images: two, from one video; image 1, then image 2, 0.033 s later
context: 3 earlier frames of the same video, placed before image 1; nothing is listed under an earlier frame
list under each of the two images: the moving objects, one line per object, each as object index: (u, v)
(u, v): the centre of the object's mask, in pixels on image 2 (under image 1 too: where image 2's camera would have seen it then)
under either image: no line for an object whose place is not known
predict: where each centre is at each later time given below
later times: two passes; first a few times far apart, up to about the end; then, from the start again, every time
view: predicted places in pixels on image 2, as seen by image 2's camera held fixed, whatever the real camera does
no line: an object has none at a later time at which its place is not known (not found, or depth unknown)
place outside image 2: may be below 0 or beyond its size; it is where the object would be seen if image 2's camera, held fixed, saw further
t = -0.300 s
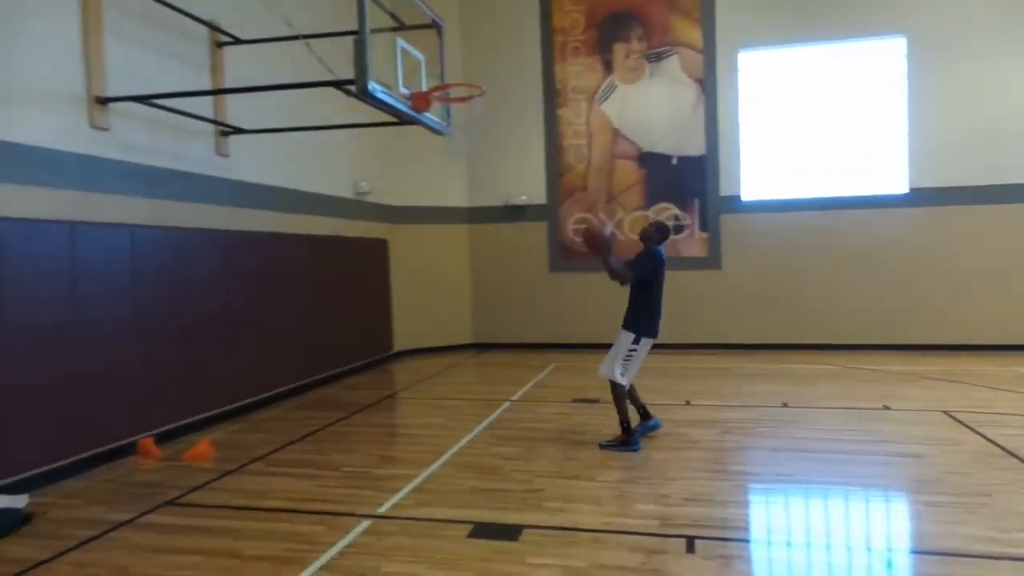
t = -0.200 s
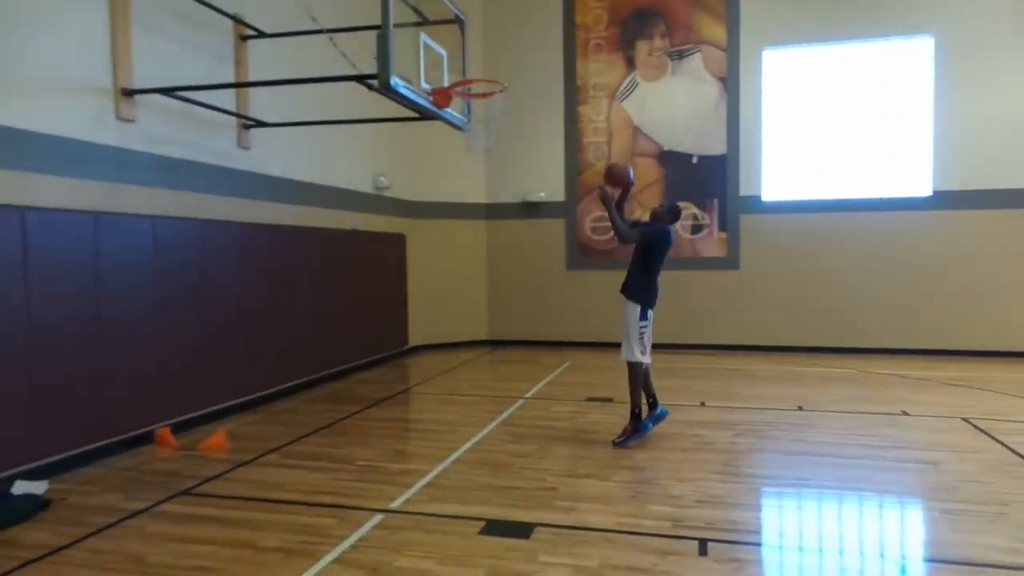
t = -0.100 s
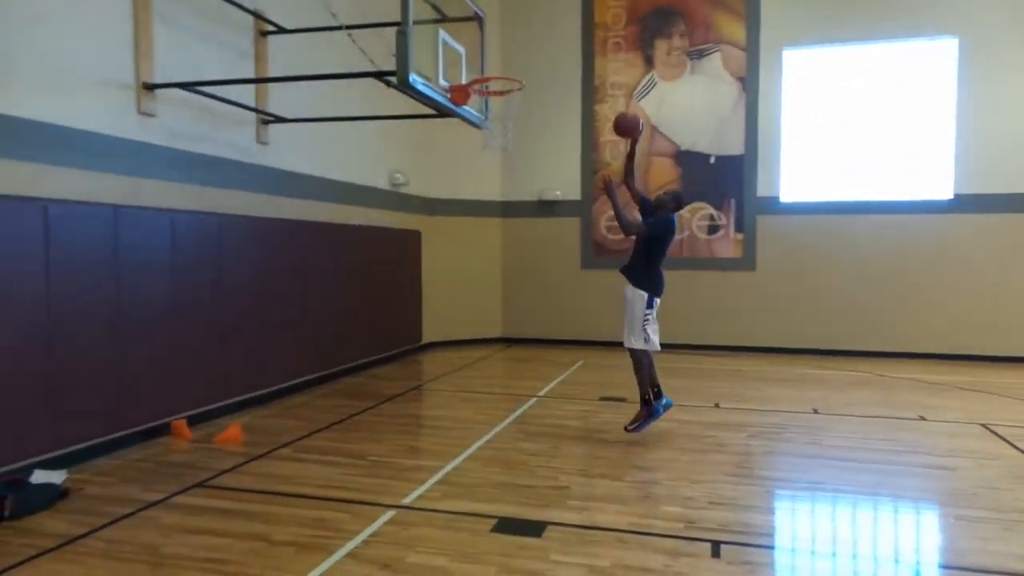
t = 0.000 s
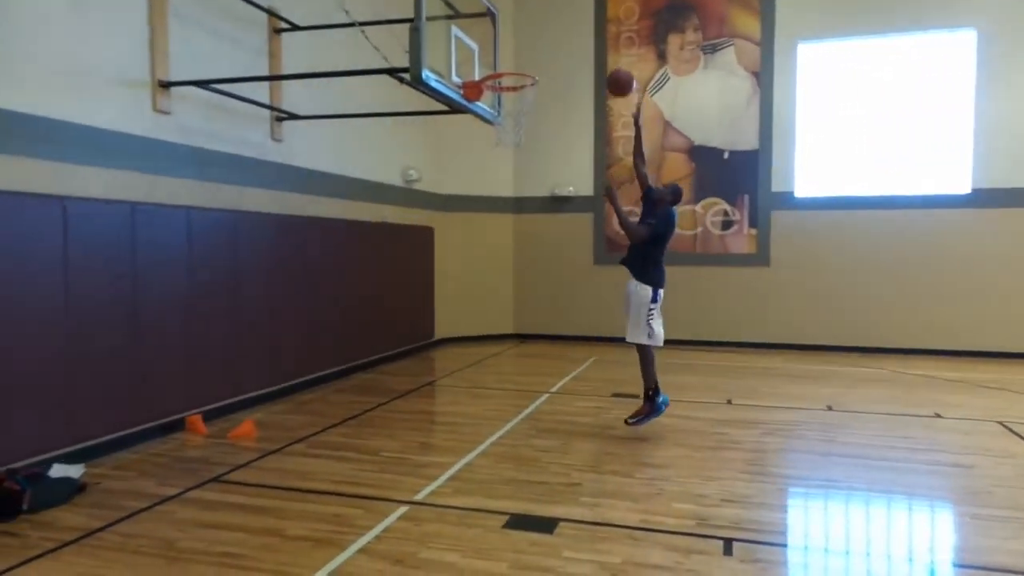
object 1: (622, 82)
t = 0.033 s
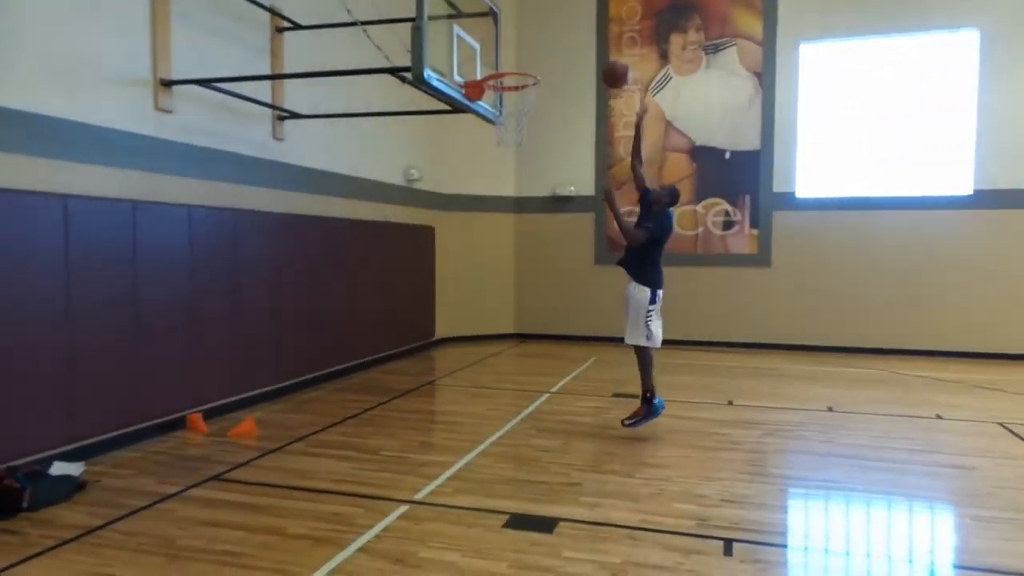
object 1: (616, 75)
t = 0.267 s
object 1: (562, 40)
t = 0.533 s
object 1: (499, 80)
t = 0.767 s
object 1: (534, 164)
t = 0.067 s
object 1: (609, 67)
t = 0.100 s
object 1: (600, 58)
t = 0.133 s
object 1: (594, 52)
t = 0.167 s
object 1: (585, 47)
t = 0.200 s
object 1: (577, 43)
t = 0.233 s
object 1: (570, 42)
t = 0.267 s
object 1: (562, 40)
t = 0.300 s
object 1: (554, 41)
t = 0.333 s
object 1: (545, 43)
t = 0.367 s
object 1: (537, 45)
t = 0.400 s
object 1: (530, 50)
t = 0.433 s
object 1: (522, 55)
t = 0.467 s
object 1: (514, 60)
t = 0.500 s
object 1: (507, 68)
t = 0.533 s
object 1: (499, 80)
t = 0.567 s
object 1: (502, 91)
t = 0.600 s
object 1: (507, 99)
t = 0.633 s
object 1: (514, 112)
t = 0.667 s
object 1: (520, 124)
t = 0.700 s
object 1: (525, 136)
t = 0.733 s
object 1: (530, 149)
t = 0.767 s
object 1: (534, 164)
